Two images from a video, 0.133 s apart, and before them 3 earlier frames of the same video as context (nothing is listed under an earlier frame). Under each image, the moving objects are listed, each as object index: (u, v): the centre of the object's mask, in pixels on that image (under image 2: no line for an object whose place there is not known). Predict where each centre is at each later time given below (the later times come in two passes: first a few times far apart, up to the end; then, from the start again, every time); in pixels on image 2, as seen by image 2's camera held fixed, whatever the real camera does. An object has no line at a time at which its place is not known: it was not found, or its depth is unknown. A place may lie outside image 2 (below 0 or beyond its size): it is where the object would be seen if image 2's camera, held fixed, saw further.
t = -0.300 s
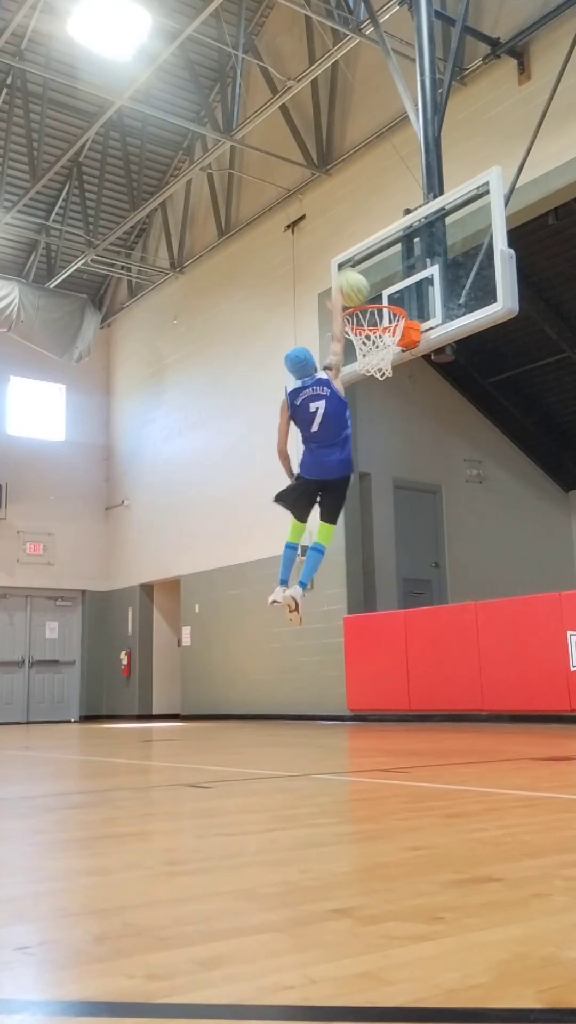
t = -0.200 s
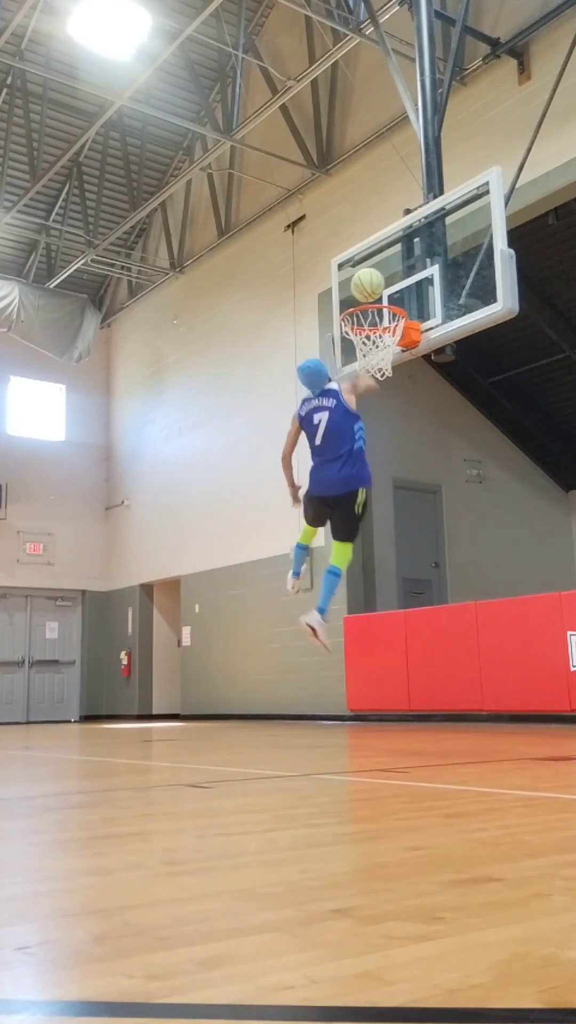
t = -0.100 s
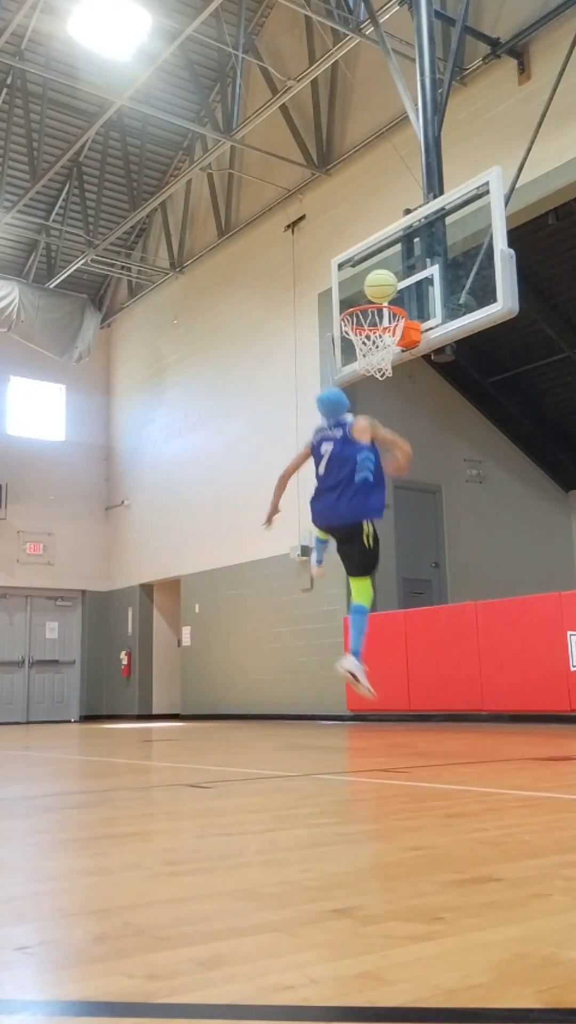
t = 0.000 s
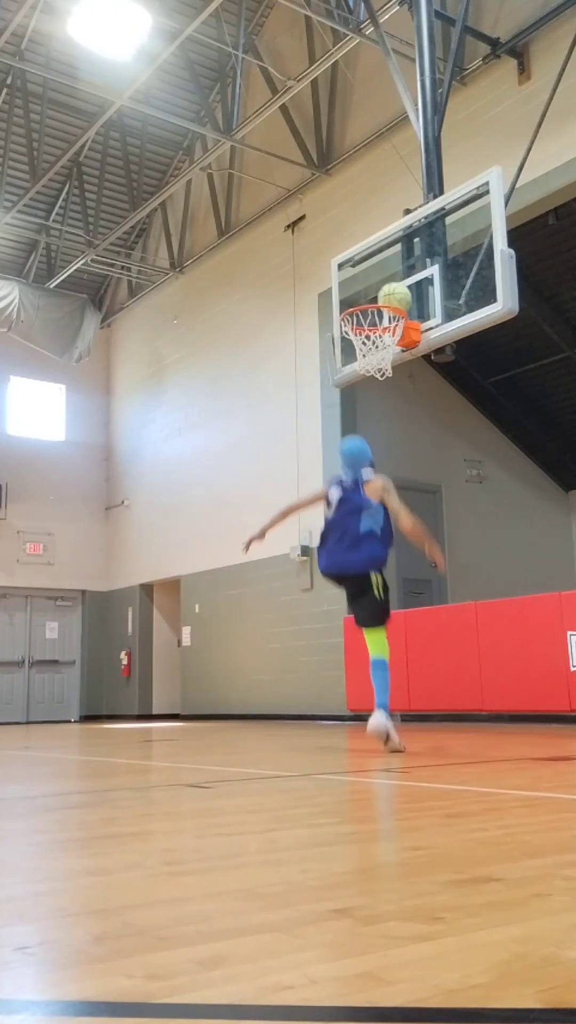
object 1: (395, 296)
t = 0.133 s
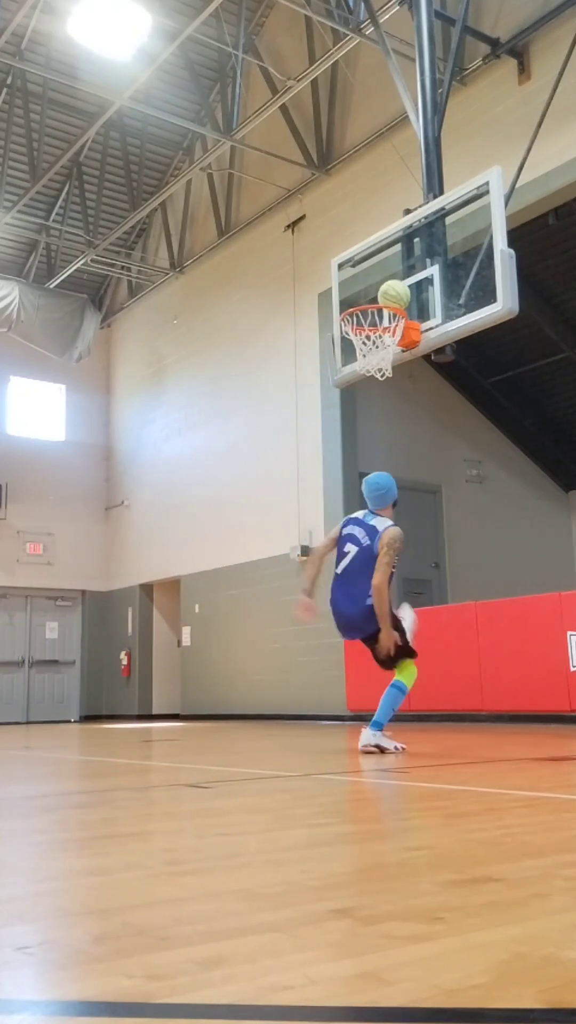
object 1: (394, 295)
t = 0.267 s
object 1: (389, 304)
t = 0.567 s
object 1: (367, 324)
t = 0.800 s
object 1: (341, 393)
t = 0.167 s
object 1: (394, 295)
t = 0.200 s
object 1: (394, 296)
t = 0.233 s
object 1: (393, 298)
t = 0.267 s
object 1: (389, 304)
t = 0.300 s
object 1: (385, 309)
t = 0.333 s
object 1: (380, 313)
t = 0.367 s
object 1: (377, 316)
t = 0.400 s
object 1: (375, 316)
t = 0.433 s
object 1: (373, 316)
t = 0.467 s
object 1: (372, 318)
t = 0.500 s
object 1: (369, 319)
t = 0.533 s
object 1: (368, 321)
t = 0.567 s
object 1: (367, 324)
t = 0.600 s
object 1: (356, 343)
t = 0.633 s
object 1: (354, 350)
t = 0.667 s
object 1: (351, 360)
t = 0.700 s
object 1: (349, 368)
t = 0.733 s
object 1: (348, 375)
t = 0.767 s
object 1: (345, 383)
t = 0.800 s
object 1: (341, 393)
